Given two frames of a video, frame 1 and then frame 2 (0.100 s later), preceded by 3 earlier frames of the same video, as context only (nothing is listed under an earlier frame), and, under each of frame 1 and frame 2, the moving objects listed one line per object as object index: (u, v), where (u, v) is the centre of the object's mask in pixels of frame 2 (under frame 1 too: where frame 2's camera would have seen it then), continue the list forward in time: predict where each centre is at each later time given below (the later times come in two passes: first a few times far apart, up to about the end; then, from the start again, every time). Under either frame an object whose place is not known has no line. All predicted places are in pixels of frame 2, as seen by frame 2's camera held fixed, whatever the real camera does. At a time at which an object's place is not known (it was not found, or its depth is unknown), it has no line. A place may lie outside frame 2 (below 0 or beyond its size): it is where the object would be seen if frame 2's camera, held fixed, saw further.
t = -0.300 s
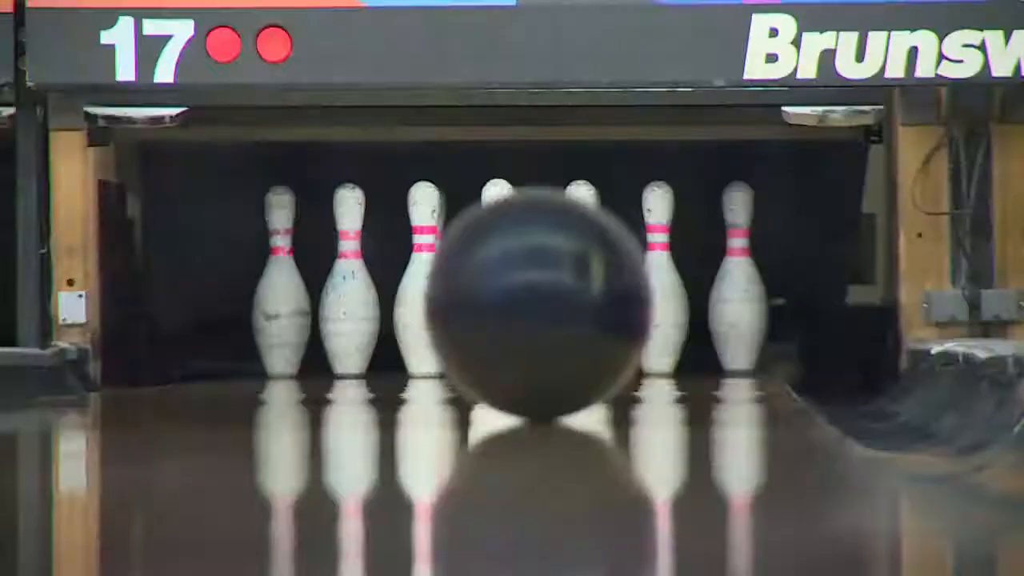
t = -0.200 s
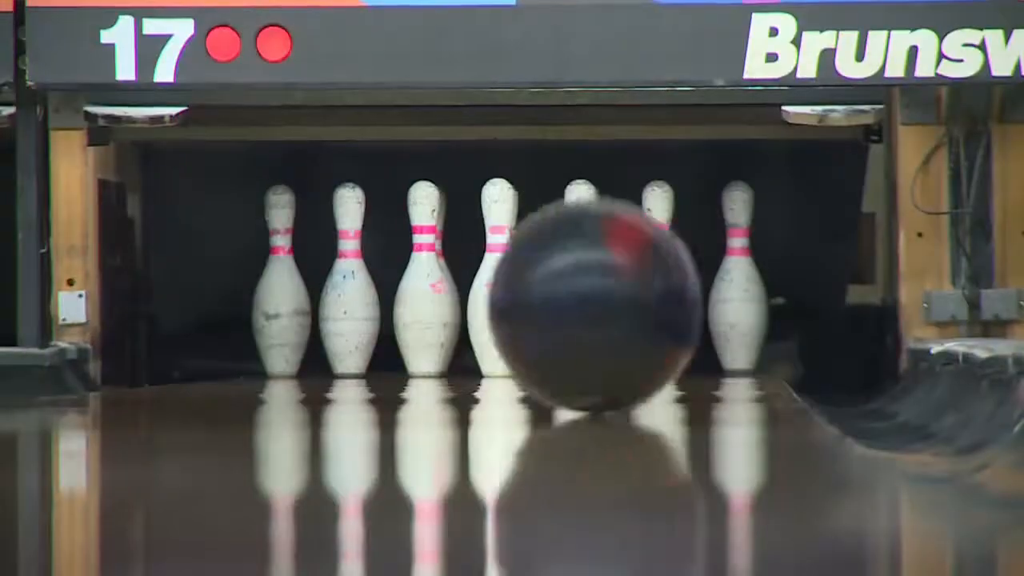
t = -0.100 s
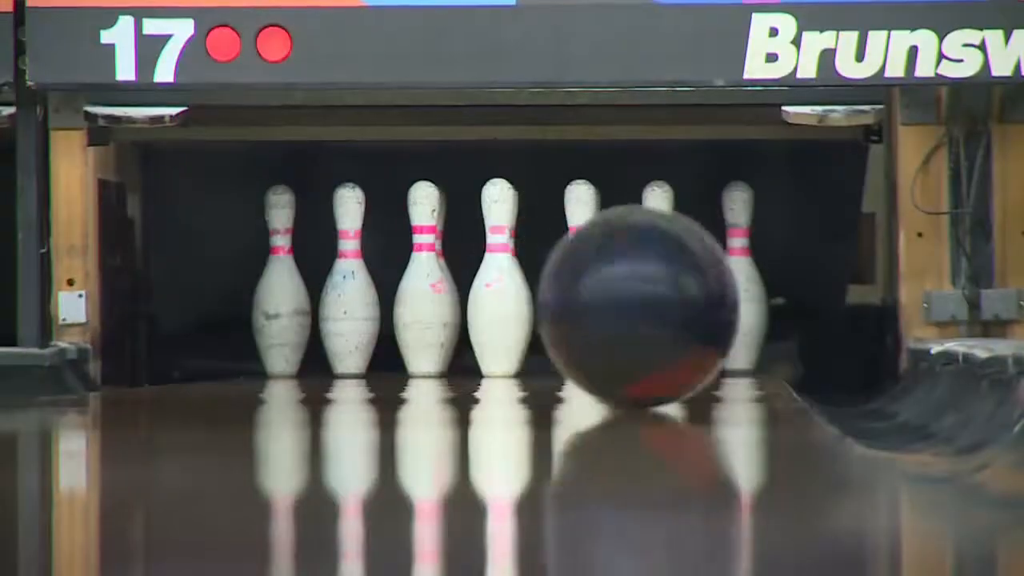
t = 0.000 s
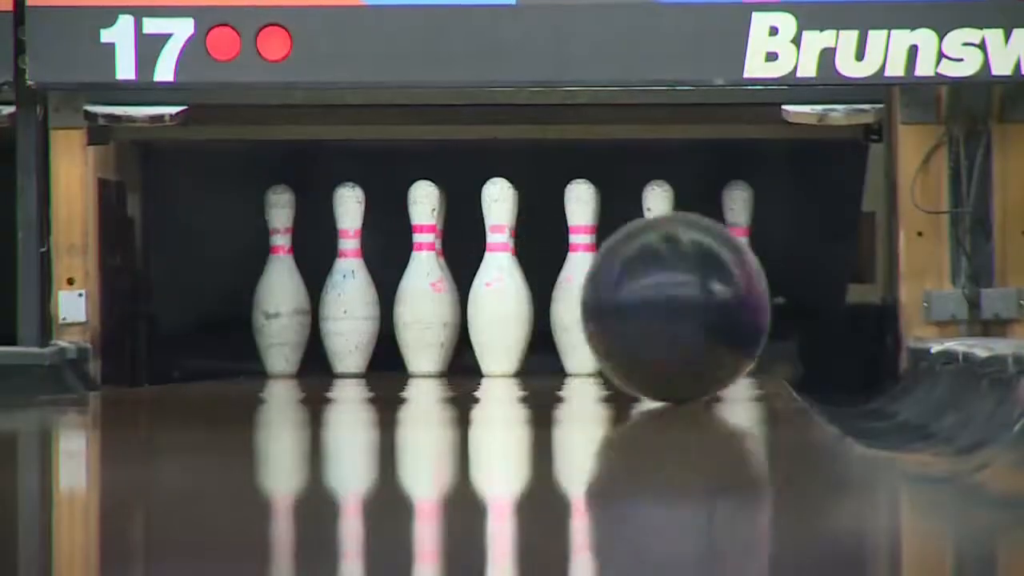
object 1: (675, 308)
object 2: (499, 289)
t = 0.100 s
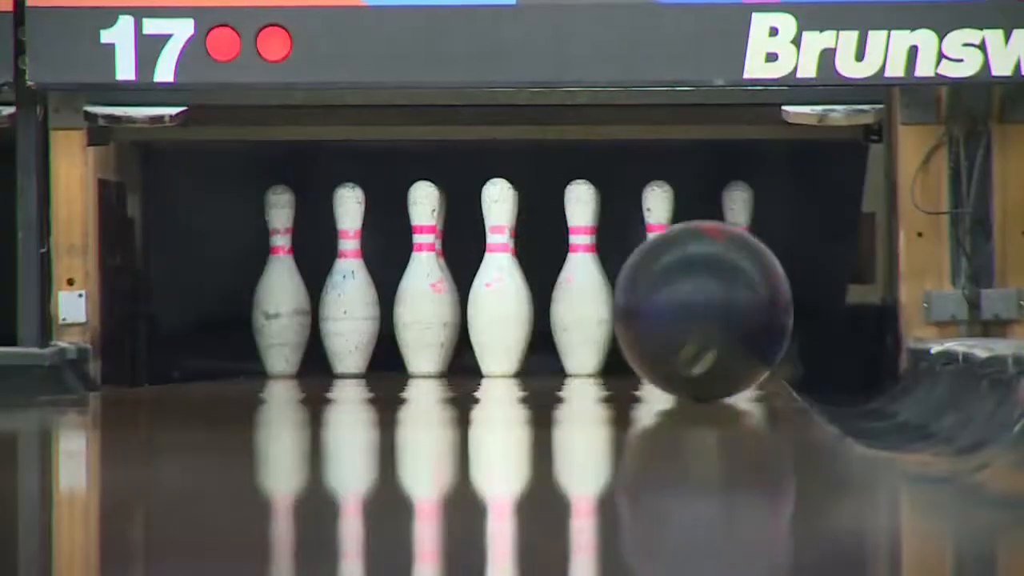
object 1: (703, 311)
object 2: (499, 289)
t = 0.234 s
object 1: (728, 314)
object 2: (499, 290)
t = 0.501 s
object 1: (741, 314)
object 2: (499, 290)
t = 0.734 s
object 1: (718, 316)
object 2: (499, 290)
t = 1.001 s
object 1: (657, 318)
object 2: (499, 290)
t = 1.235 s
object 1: (583, 320)
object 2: (498, 288)
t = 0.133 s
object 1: (710, 311)
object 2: (499, 289)
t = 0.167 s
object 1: (717, 312)
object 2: (499, 289)
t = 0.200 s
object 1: (723, 313)
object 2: (499, 289)
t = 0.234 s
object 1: (728, 314)
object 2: (499, 290)
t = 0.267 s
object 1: (732, 314)
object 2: (499, 290)
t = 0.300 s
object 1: (736, 314)
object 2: (499, 290)
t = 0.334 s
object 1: (738, 315)
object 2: (499, 290)
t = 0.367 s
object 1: (740, 315)
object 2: (499, 290)
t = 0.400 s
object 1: (742, 314)
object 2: (499, 290)
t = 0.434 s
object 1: (742, 314)
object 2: (499, 290)
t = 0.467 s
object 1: (742, 314)
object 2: (499, 290)
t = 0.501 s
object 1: (741, 314)
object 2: (499, 290)
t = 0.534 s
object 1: (740, 314)
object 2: (499, 290)
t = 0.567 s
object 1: (738, 315)
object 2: (499, 290)
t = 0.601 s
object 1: (735, 315)
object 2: (499, 290)
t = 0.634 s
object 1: (731, 316)
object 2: (499, 290)
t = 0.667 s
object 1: (727, 315)
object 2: (499, 290)
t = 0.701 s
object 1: (723, 315)
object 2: (499, 290)
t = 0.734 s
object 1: (718, 316)
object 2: (499, 290)
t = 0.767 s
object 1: (712, 317)
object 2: (499, 290)
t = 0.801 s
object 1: (706, 317)
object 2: (499, 290)
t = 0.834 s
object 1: (699, 317)
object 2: (499, 290)
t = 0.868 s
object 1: (691, 317)
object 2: (499, 290)
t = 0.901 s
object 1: (682, 318)
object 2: (499, 290)
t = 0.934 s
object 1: (675, 317)
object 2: (499, 290)
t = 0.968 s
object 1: (666, 317)
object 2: (499, 290)
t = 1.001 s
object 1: (657, 318)
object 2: (499, 290)
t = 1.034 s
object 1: (647, 318)
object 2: (499, 290)
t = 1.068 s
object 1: (637, 318)
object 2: (499, 290)
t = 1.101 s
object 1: (626, 318)
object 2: (499, 290)
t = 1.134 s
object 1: (615, 318)
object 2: (499, 290)
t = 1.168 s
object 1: (603, 319)
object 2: (499, 291)
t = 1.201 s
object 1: (591, 319)
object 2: (499, 291)
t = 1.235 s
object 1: (583, 320)
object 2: (498, 288)
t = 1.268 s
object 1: (583, 319)
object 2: (457, 287)
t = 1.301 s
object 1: (586, 319)
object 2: (403, 291)
